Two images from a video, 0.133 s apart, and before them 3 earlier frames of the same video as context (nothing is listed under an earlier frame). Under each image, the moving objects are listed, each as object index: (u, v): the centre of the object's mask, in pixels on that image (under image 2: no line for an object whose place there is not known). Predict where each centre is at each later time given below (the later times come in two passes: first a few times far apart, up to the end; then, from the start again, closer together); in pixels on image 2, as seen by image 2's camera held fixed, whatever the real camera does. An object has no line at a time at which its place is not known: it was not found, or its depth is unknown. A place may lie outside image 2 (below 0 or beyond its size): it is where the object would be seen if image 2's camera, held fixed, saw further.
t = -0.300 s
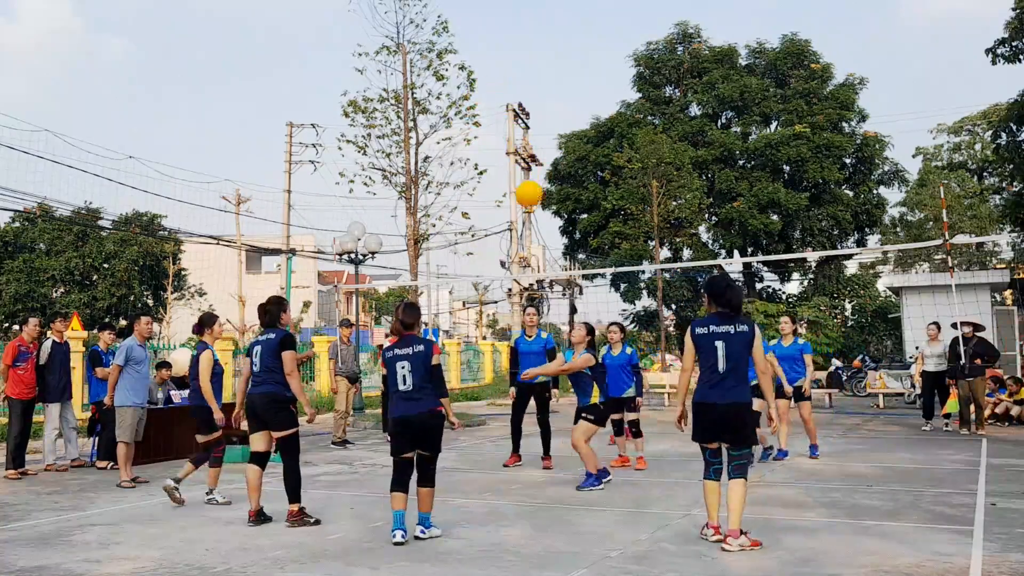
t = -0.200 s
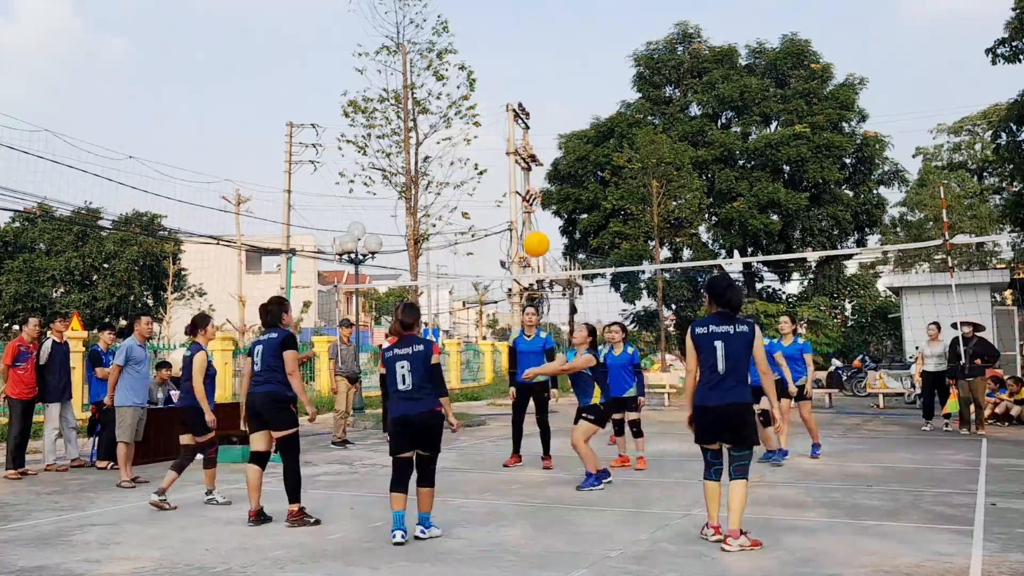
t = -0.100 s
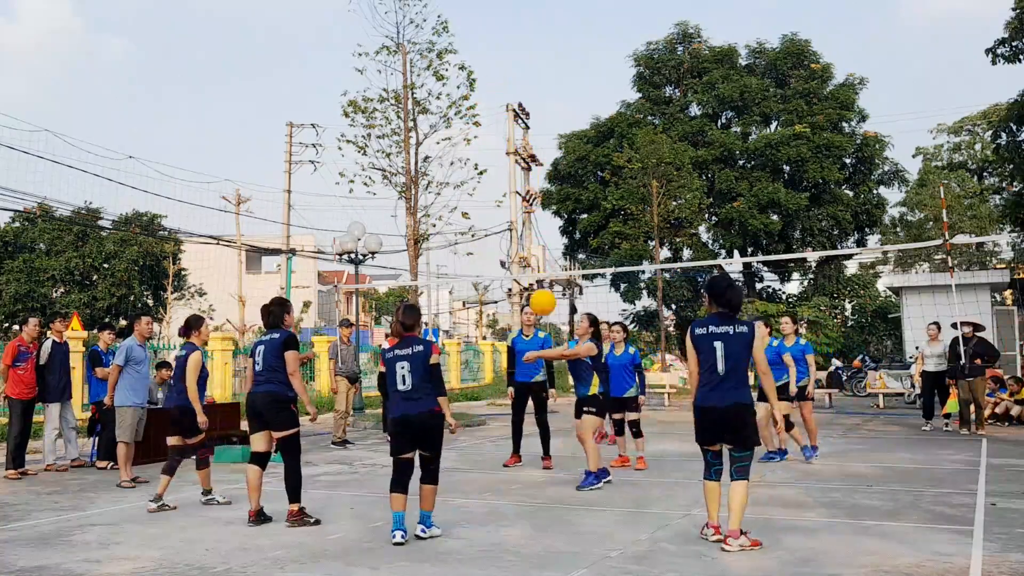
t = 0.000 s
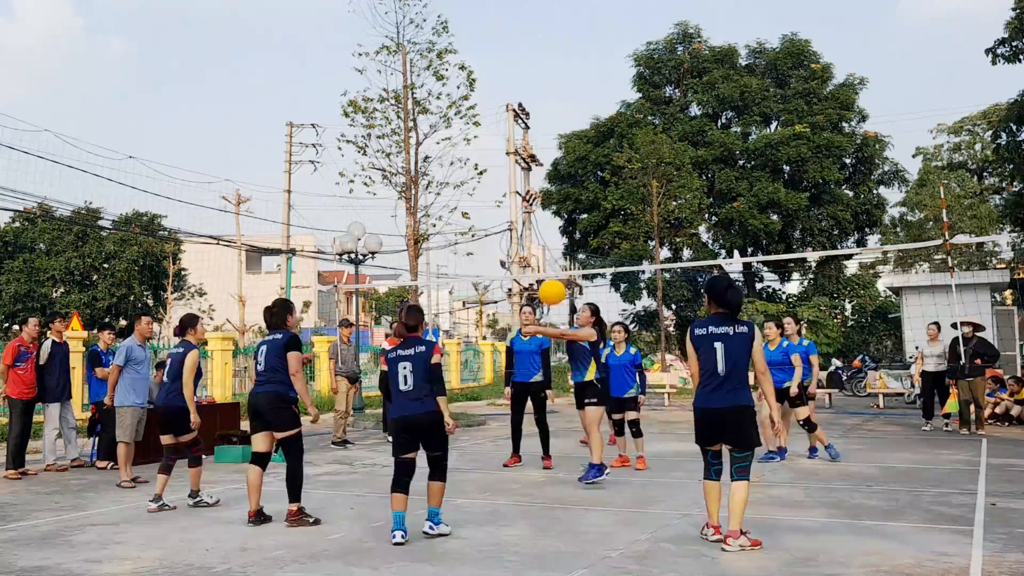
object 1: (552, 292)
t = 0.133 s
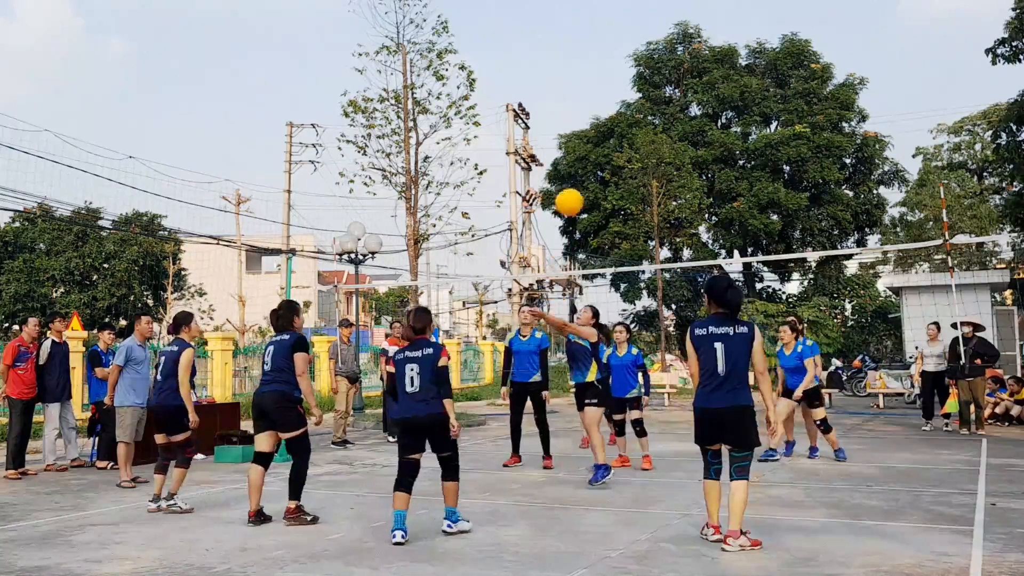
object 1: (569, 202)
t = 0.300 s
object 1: (590, 114)
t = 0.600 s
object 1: (626, 30)
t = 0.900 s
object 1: (667, 53)
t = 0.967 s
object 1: (677, 74)
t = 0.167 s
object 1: (574, 183)
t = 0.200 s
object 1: (578, 164)
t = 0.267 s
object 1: (586, 130)
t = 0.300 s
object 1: (590, 114)
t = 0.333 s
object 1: (594, 100)
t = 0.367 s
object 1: (597, 87)
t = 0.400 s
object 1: (601, 75)
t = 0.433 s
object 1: (605, 64)
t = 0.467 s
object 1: (610, 55)
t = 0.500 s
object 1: (614, 46)
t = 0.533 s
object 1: (618, 40)
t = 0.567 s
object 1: (622, 34)
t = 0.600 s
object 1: (626, 30)
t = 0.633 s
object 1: (631, 27)
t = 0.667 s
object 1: (635, 26)
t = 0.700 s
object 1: (640, 25)
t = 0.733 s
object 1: (644, 26)
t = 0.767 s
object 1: (649, 29)
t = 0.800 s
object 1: (653, 33)
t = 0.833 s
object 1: (658, 38)
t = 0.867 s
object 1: (663, 45)
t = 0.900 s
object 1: (667, 53)
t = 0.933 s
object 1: (672, 63)
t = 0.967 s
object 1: (677, 74)
